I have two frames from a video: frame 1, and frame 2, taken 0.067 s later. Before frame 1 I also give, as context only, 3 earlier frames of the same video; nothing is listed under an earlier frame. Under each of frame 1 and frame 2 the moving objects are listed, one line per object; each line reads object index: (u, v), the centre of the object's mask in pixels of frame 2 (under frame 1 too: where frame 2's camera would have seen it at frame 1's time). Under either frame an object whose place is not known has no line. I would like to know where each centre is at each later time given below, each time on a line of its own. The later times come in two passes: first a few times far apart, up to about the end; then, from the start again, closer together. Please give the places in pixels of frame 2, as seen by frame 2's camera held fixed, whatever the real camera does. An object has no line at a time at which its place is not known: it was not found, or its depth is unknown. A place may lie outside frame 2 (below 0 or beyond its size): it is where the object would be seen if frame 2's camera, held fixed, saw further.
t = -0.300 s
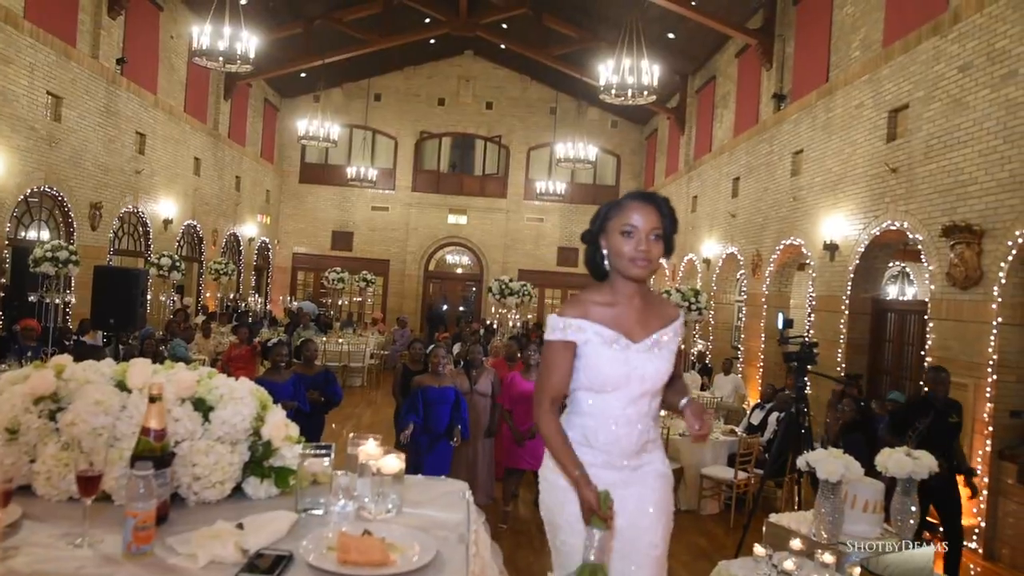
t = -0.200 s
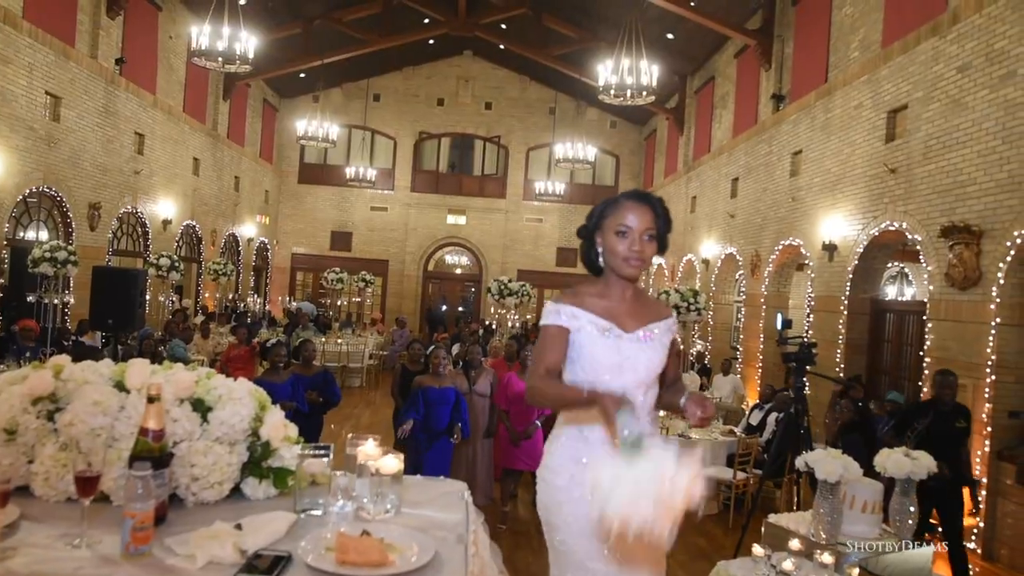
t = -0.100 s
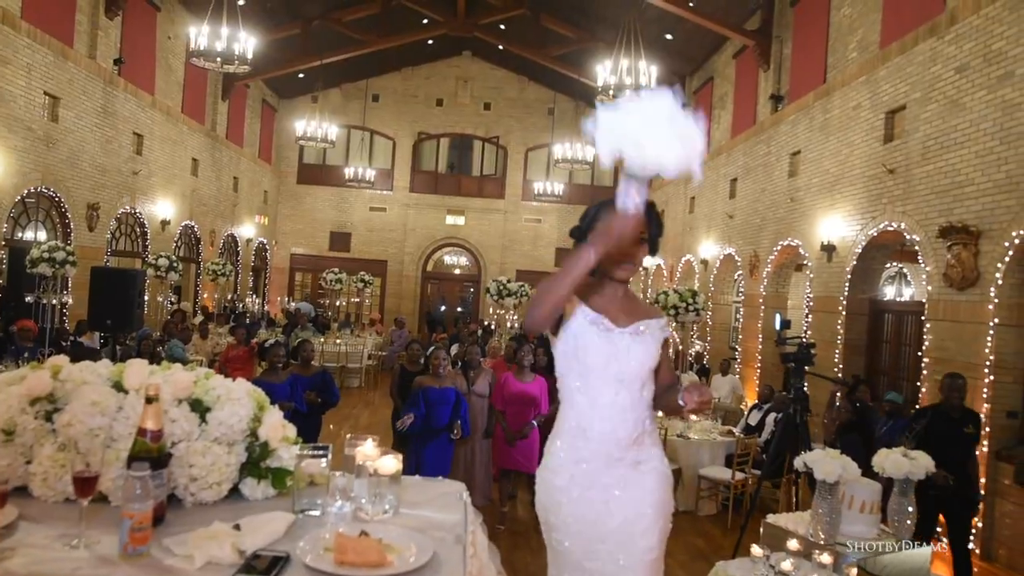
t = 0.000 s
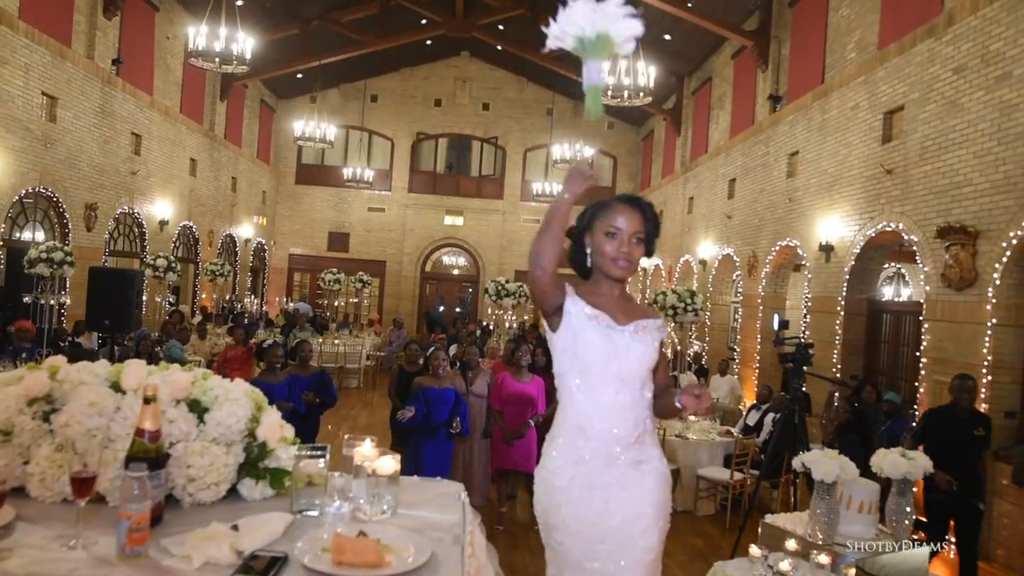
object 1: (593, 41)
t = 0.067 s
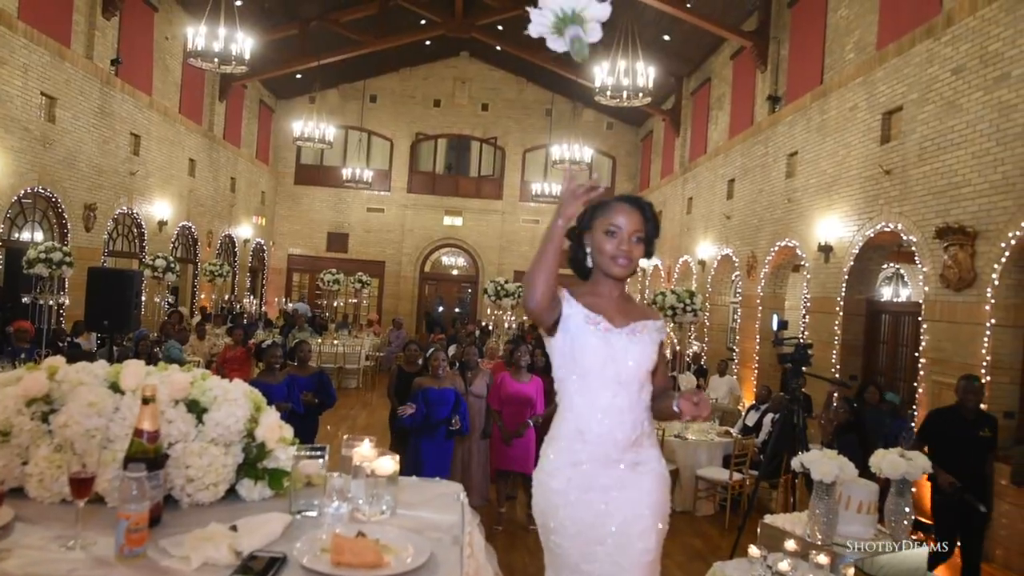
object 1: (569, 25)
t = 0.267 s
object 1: (528, 44)
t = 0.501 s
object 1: (504, 116)
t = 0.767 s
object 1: (483, 255)
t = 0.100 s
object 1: (558, 24)
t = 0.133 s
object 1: (551, 25)
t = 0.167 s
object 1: (544, 28)
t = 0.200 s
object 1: (538, 33)
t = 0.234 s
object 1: (532, 39)
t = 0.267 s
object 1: (528, 44)
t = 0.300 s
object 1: (525, 49)
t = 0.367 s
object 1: (516, 70)
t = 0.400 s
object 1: (513, 81)
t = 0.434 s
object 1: (510, 93)
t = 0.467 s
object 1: (507, 104)
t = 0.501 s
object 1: (504, 116)
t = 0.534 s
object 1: (502, 128)
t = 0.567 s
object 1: (499, 142)
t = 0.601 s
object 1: (496, 157)
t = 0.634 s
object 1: (494, 173)
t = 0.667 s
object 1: (491, 190)
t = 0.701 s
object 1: (489, 216)
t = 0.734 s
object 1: (487, 236)
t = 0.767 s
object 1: (483, 255)
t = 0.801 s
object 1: (481, 276)
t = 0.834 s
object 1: (477, 299)
